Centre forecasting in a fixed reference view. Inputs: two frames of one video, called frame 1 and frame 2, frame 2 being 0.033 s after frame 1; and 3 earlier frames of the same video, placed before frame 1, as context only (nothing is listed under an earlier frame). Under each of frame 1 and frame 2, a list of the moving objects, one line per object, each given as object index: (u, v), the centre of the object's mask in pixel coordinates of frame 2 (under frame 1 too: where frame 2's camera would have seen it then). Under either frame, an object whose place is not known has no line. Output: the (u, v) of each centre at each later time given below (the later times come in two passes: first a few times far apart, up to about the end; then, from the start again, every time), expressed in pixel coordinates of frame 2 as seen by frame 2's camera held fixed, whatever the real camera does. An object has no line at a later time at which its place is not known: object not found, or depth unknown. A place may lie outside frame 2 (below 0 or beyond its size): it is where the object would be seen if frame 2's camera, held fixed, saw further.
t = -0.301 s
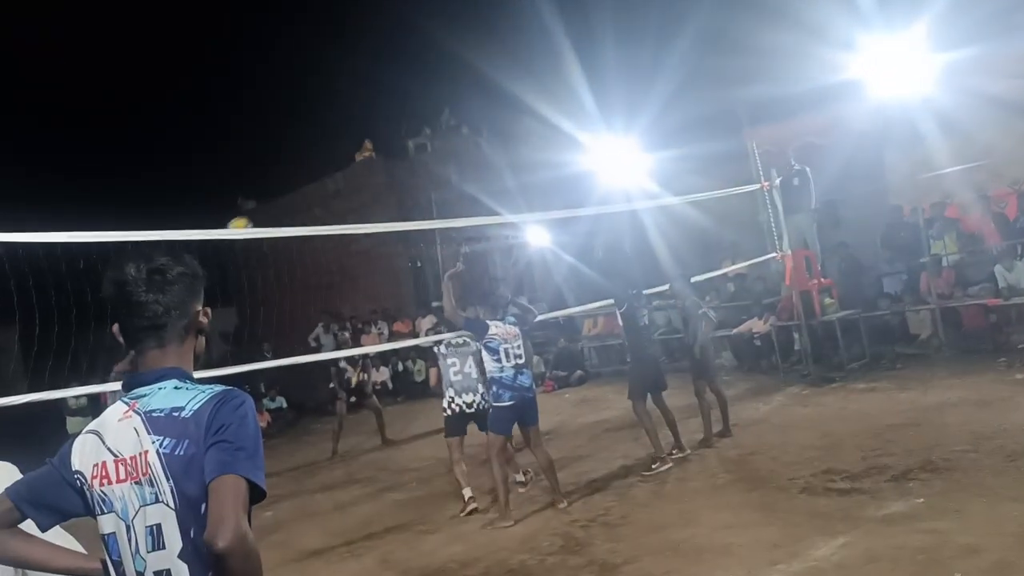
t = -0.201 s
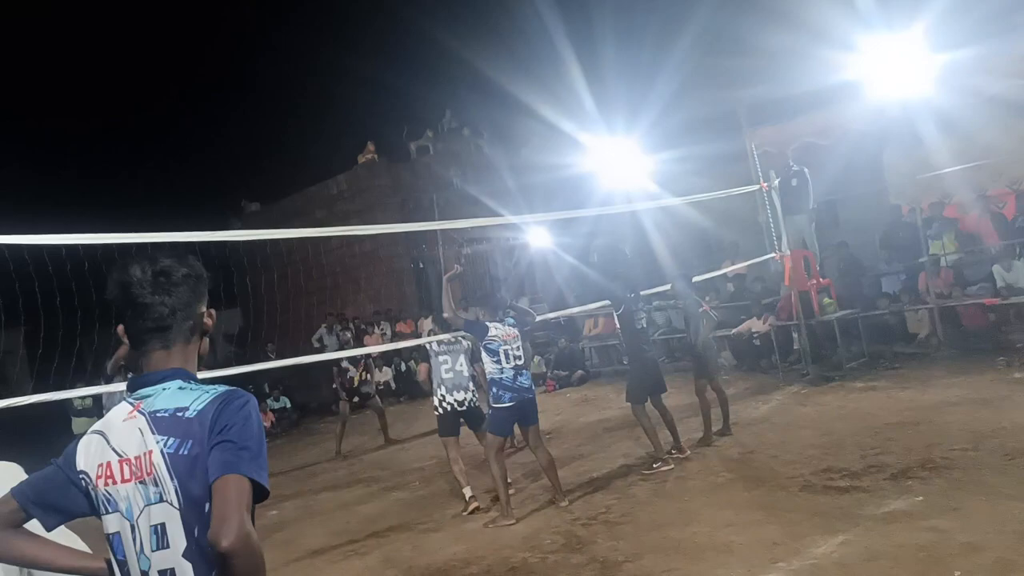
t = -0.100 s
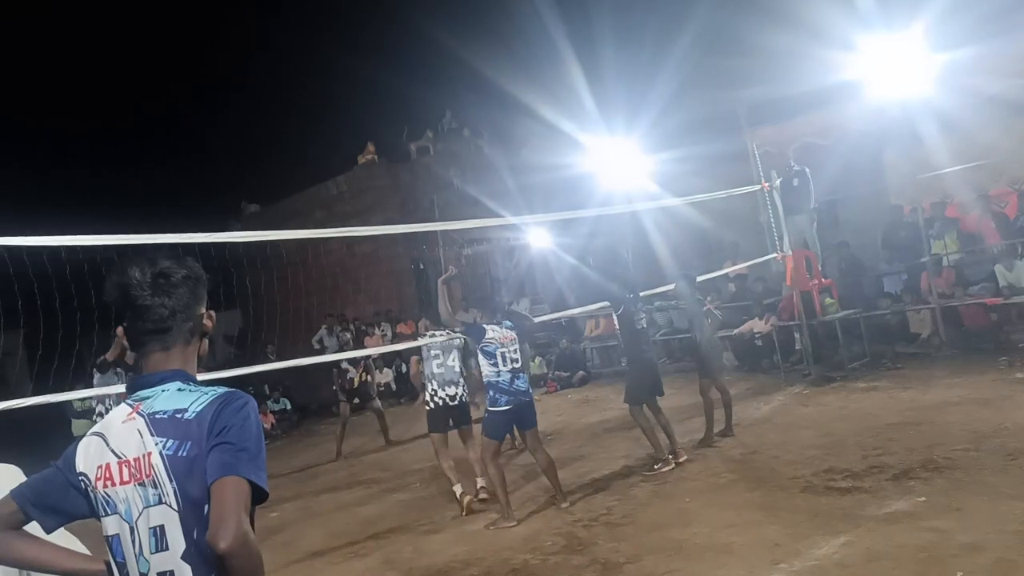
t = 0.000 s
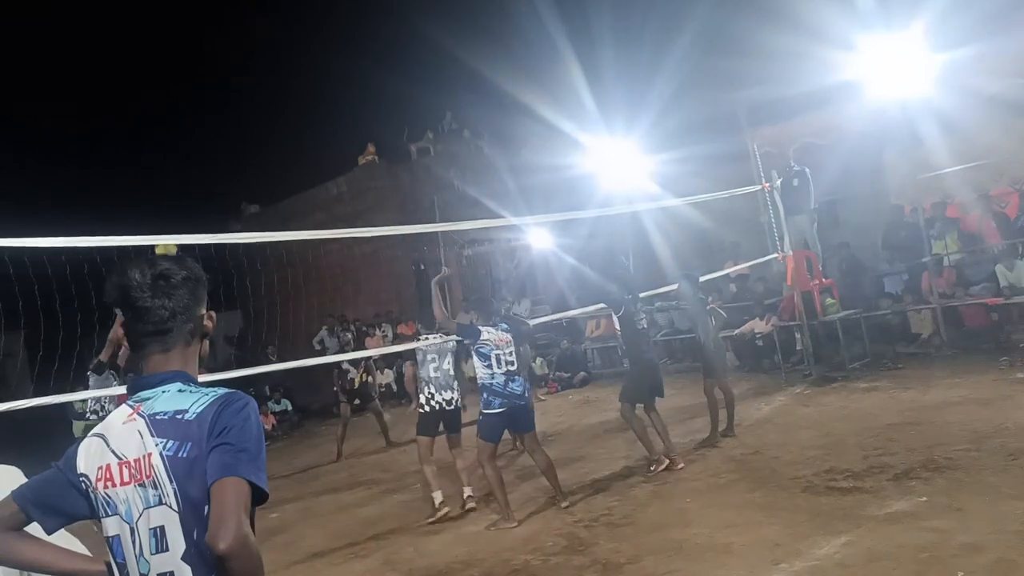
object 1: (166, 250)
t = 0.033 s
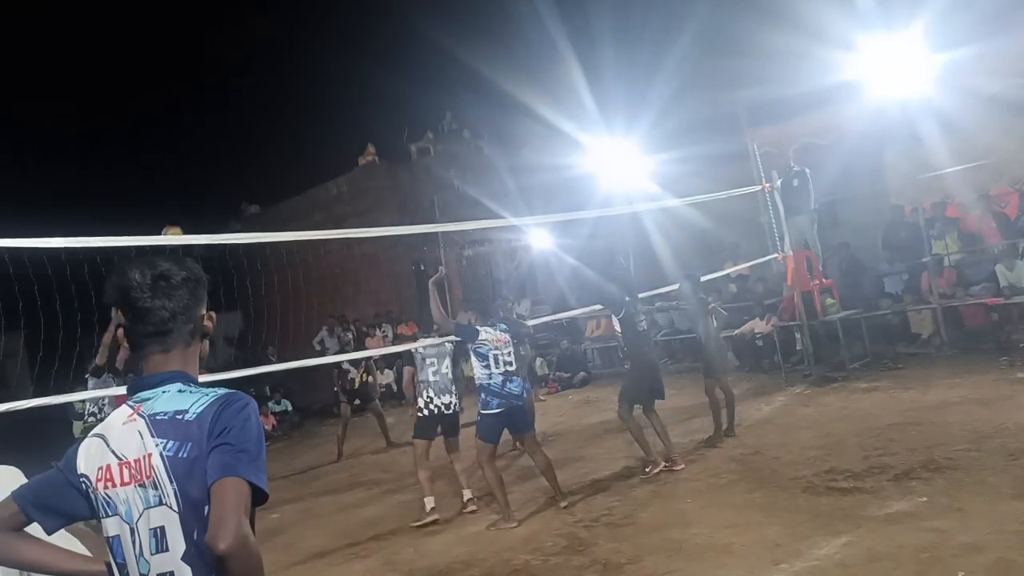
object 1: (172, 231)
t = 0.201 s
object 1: (205, 186)
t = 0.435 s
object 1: (261, 156)
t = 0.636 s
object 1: (319, 173)
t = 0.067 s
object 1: (178, 223)
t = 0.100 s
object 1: (184, 213)
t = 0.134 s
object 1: (191, 203)
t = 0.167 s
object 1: (198, 193)
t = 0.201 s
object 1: (205, 186)
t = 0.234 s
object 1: (212, 179)
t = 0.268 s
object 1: (220, 172)
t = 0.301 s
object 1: (227, 167)
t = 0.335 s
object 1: (235, 163)
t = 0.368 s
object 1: (244, 159)
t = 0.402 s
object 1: (253, 157)
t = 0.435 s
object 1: (261, 156)
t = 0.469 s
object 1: (270, 156)
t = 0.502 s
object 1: (280, 157)
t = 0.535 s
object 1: (289, 160)
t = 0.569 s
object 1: (299, 163)
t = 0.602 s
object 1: (309, 167)
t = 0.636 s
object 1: (319, 173)
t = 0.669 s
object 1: (330, 180)
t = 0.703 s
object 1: (341, 187)
